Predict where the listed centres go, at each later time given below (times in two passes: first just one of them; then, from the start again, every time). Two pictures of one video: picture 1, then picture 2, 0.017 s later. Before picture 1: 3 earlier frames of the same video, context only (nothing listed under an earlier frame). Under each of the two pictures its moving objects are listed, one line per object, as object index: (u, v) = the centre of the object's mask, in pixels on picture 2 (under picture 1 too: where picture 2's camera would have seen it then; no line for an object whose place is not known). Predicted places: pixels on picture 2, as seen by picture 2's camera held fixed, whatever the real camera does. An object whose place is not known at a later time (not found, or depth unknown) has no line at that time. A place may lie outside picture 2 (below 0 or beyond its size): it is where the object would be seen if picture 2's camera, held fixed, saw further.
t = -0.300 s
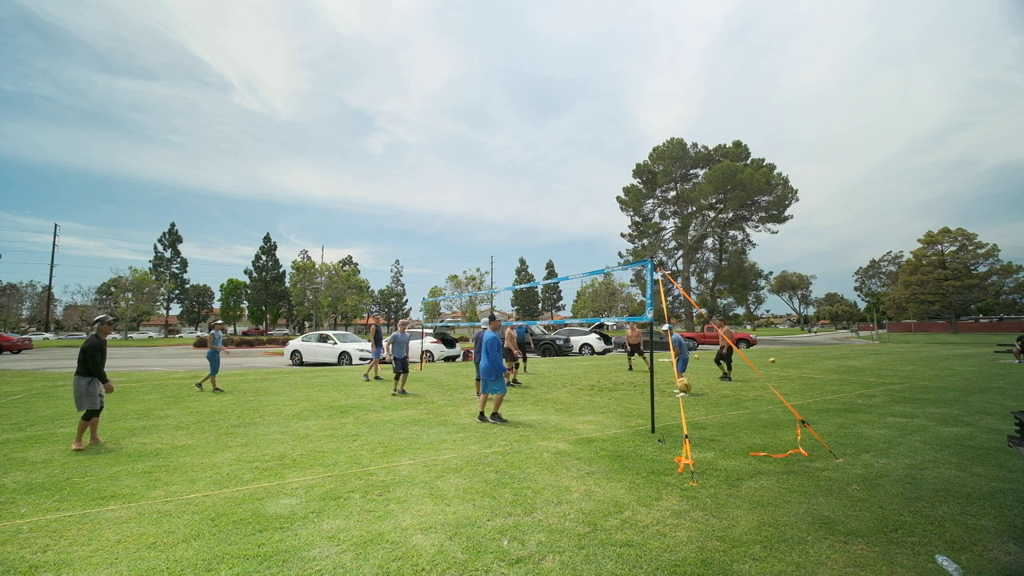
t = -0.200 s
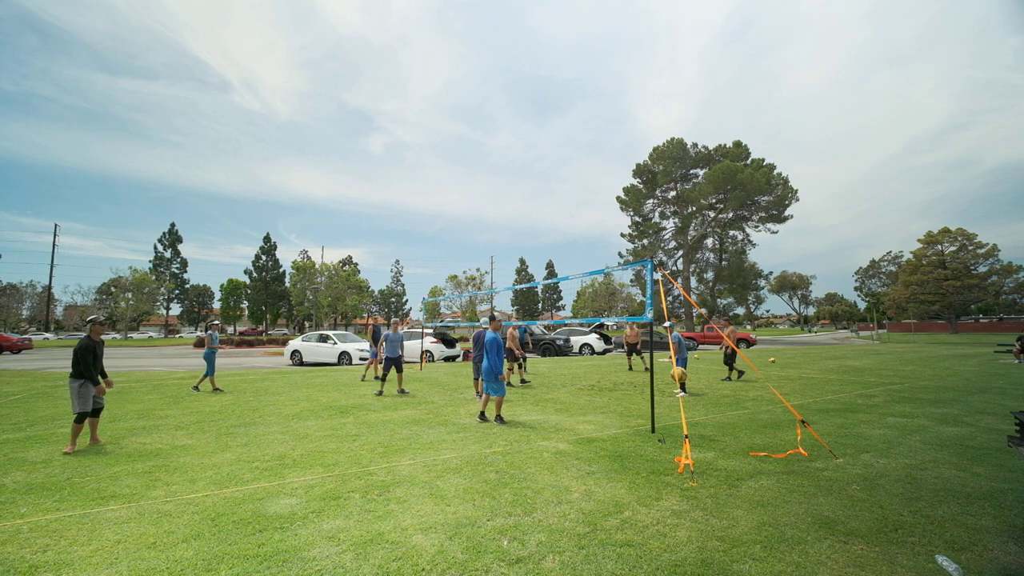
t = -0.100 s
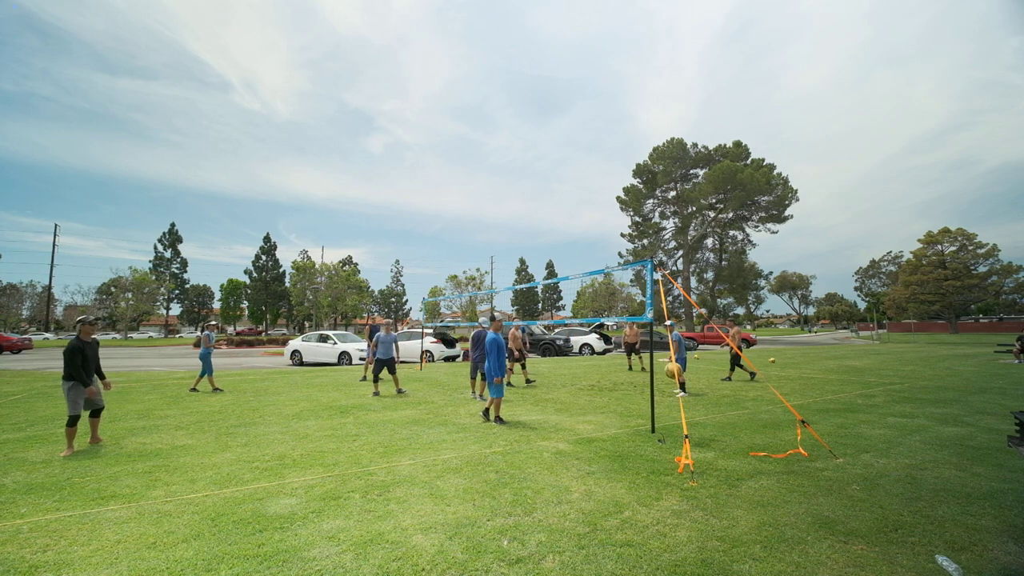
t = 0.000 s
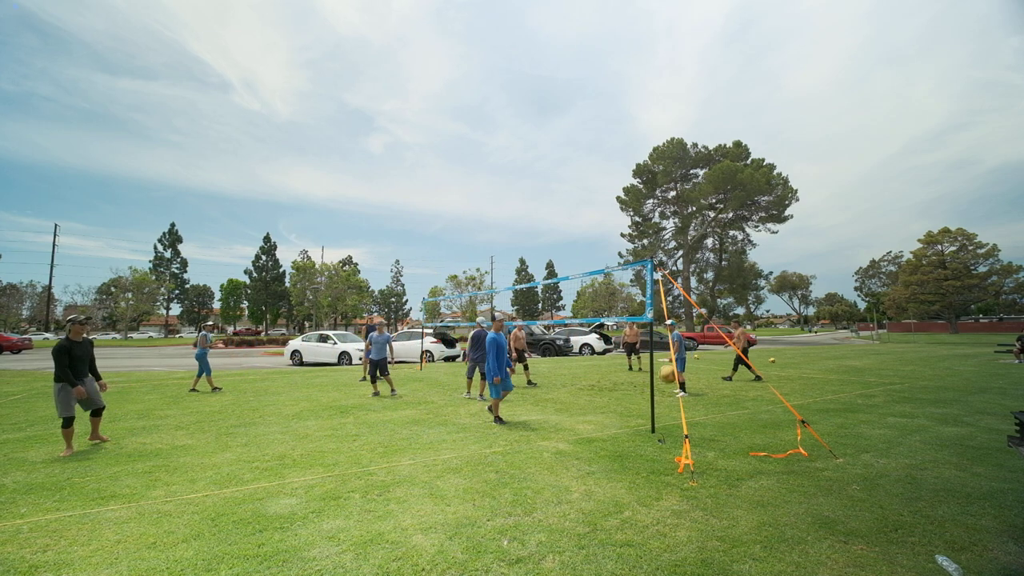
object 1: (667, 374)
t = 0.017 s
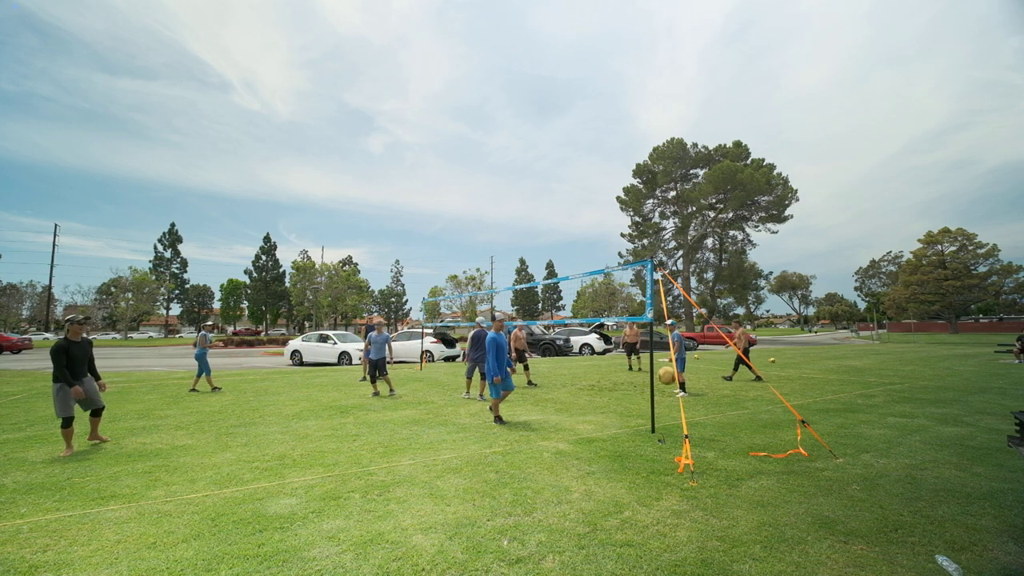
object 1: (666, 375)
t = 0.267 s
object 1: (651, 437)
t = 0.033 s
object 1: (665, 377)
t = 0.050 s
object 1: (665, 379)
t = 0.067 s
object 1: (664, 382)
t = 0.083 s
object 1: (662, 384)
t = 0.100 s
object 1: (661, 387)
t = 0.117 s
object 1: (660, 390)
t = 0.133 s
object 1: (660, 394)
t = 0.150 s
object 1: (658, 398)
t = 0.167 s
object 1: (658, 402)
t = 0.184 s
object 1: (656, 407)
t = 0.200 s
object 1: (656, 412)
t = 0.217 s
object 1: (654, 418)
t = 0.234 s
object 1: (653, 424)
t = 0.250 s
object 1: (652, 430)
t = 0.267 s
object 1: (651, 437)
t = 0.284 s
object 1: (649, 445)
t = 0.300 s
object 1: (648, 453)
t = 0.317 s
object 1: (646, 461)
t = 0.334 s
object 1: (645, 471)
